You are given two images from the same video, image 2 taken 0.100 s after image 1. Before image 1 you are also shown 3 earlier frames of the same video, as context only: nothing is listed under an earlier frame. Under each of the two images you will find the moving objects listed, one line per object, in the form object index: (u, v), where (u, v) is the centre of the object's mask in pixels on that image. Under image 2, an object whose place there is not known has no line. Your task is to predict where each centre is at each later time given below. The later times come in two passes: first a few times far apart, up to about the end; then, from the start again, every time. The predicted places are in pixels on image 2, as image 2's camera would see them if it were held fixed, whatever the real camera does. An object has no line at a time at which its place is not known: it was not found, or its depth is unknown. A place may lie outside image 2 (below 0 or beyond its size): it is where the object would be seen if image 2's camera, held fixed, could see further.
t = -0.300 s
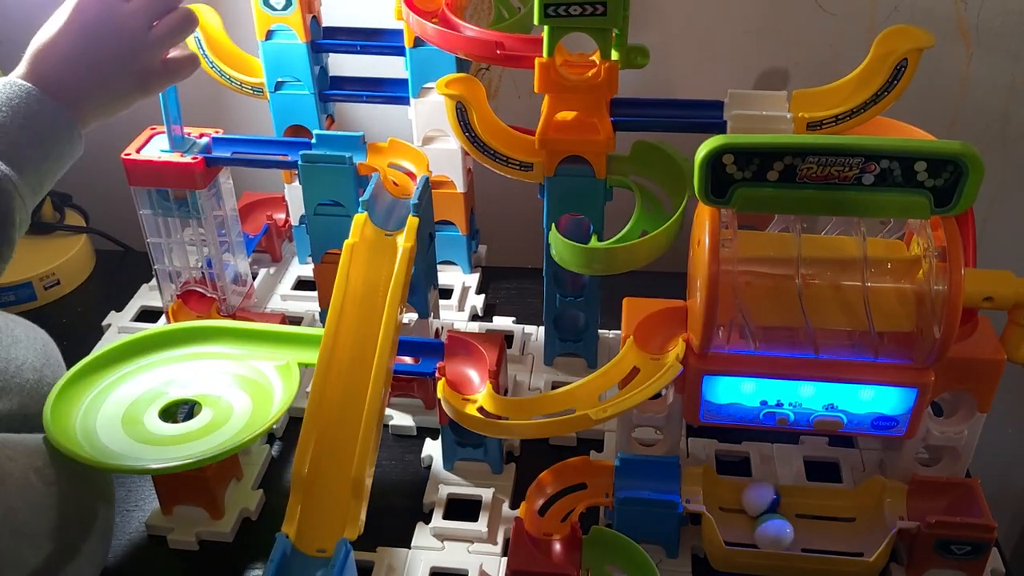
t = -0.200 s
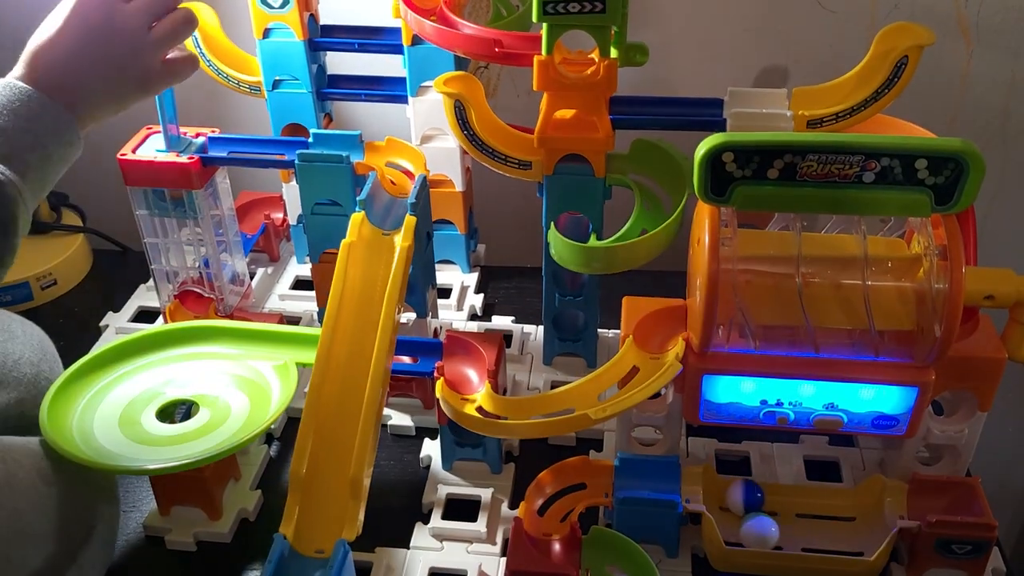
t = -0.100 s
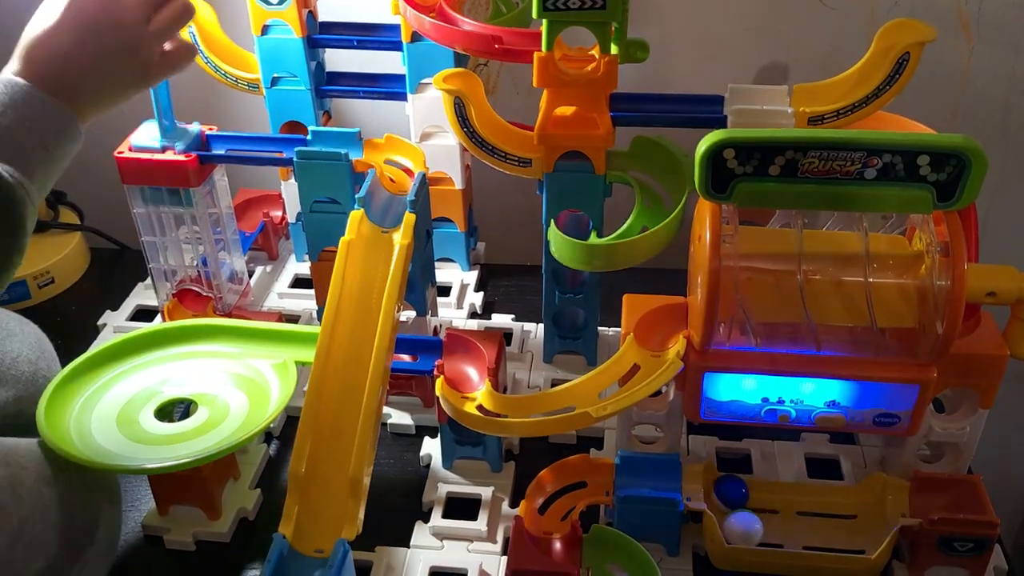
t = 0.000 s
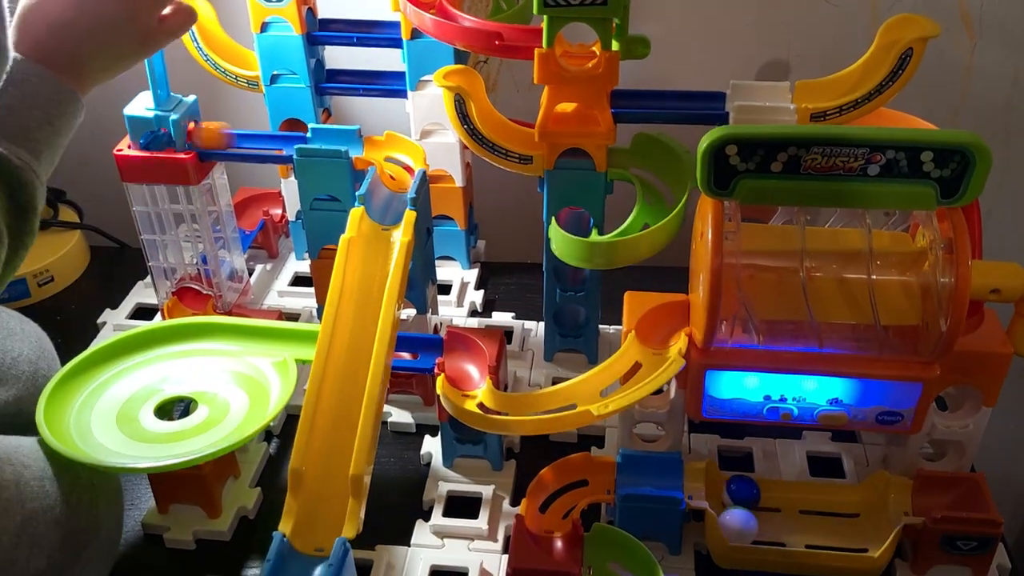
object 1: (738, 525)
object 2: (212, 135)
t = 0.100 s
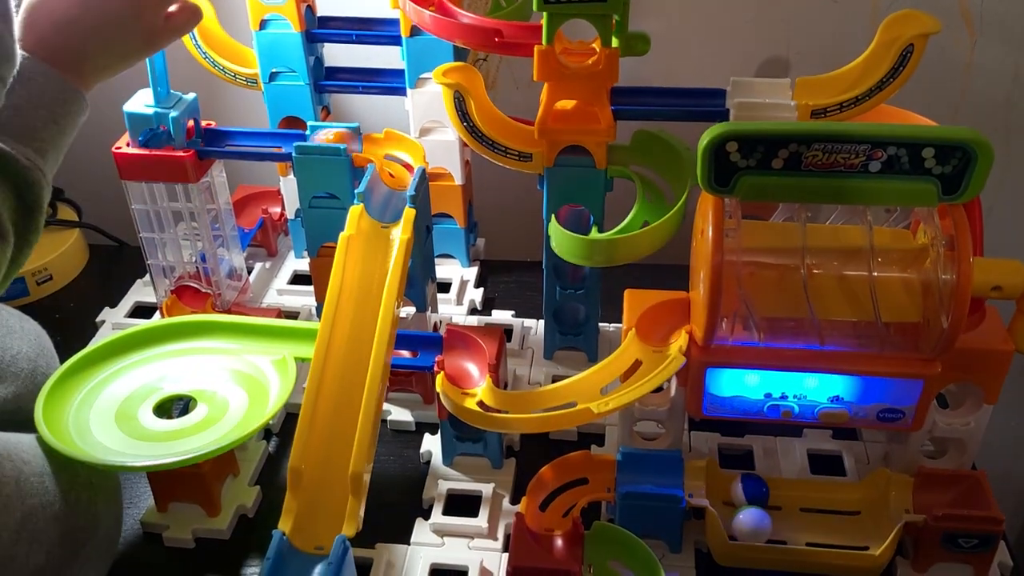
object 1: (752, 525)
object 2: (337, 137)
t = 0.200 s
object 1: (762, 525)
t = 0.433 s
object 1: (773, 526)
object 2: (370, 269)
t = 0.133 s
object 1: (755, 525)
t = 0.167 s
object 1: (759, 526)
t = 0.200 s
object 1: (762, 525)
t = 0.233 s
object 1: (765, 526)
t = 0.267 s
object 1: (767, 526)
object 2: (392, 187)
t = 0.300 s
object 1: (769, 526)
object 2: (386, 200)
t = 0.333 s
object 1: (770, 526)
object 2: (384, 208)
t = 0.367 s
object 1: (771, 526)
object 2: (383, 219)
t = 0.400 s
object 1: (773, 526)
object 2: (377, 241)
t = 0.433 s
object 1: (773, 526)
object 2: (370, 269)
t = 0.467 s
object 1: (774, 526)
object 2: (363, 285)
